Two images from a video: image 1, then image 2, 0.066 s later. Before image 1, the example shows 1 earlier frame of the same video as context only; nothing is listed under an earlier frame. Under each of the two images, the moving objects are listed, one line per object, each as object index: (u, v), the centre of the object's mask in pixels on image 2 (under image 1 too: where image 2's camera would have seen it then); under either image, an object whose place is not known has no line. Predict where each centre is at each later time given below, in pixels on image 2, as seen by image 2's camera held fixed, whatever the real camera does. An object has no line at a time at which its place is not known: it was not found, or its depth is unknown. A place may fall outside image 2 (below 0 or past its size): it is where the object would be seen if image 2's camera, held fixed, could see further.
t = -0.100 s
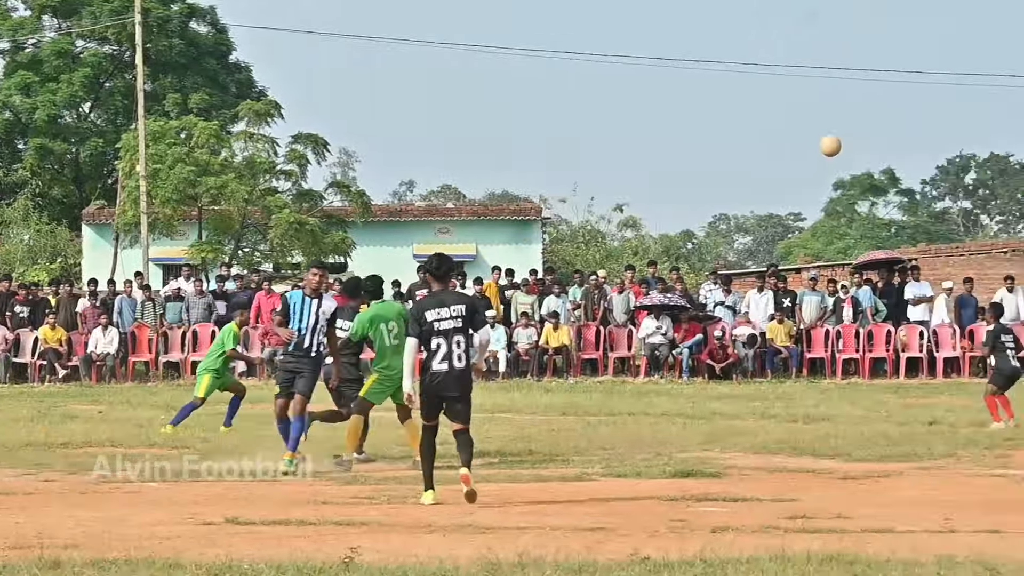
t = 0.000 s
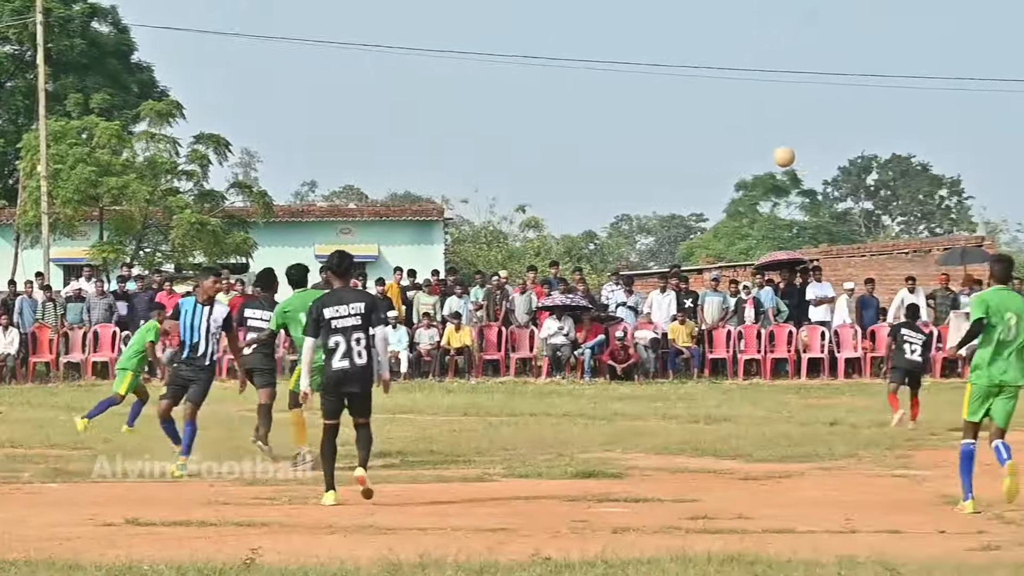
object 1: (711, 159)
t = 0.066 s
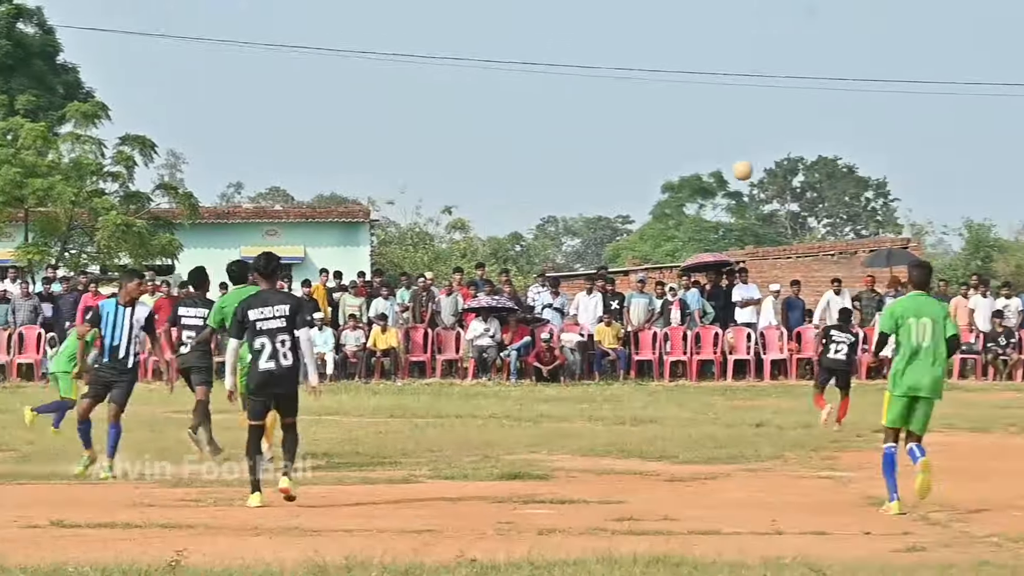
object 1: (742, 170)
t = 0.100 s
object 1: (758, 178)
